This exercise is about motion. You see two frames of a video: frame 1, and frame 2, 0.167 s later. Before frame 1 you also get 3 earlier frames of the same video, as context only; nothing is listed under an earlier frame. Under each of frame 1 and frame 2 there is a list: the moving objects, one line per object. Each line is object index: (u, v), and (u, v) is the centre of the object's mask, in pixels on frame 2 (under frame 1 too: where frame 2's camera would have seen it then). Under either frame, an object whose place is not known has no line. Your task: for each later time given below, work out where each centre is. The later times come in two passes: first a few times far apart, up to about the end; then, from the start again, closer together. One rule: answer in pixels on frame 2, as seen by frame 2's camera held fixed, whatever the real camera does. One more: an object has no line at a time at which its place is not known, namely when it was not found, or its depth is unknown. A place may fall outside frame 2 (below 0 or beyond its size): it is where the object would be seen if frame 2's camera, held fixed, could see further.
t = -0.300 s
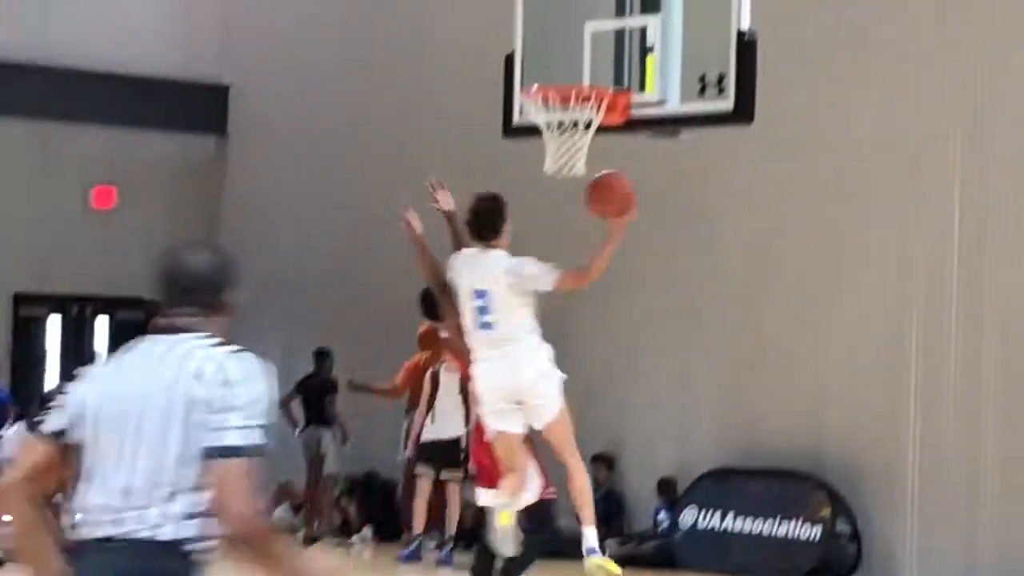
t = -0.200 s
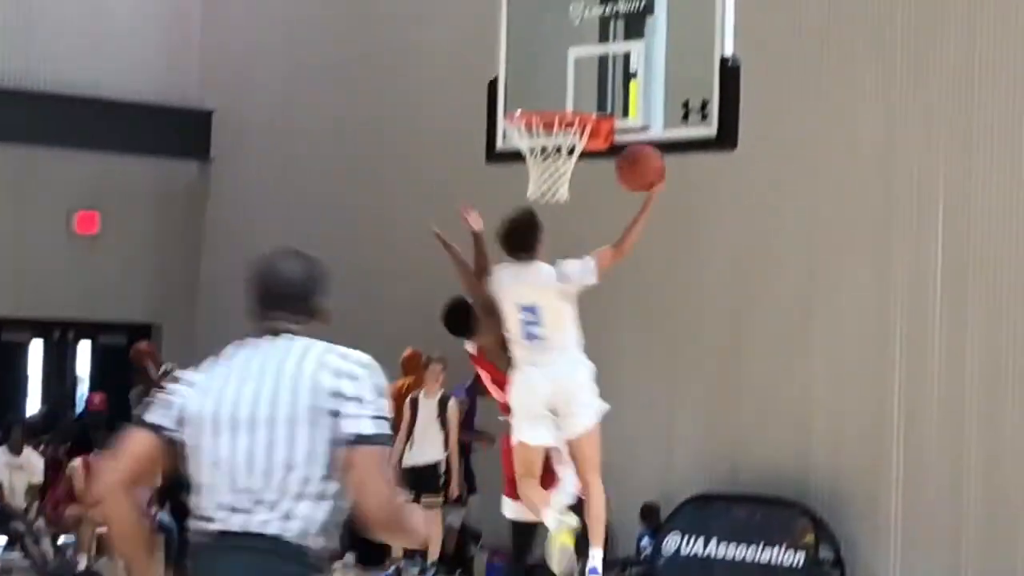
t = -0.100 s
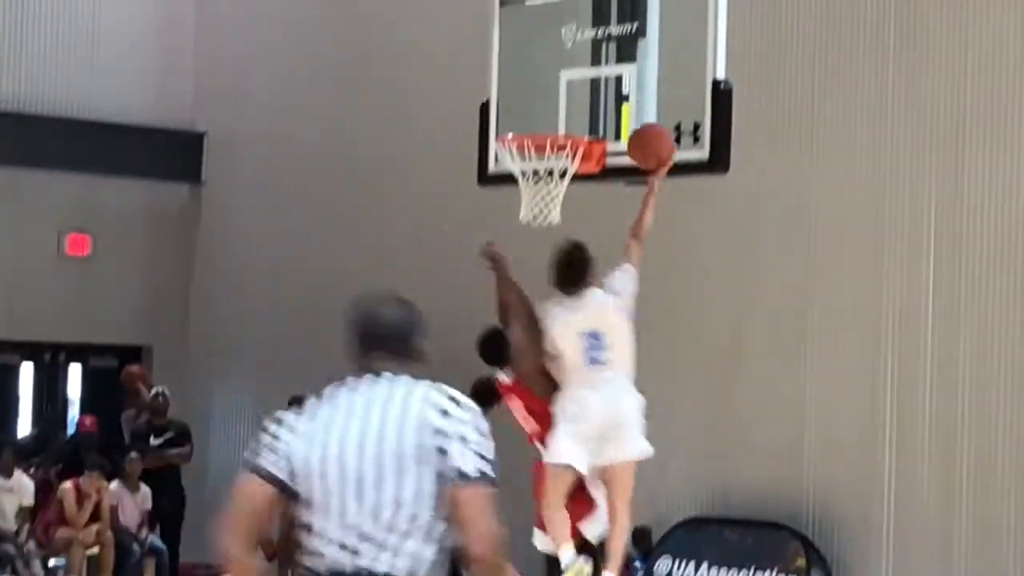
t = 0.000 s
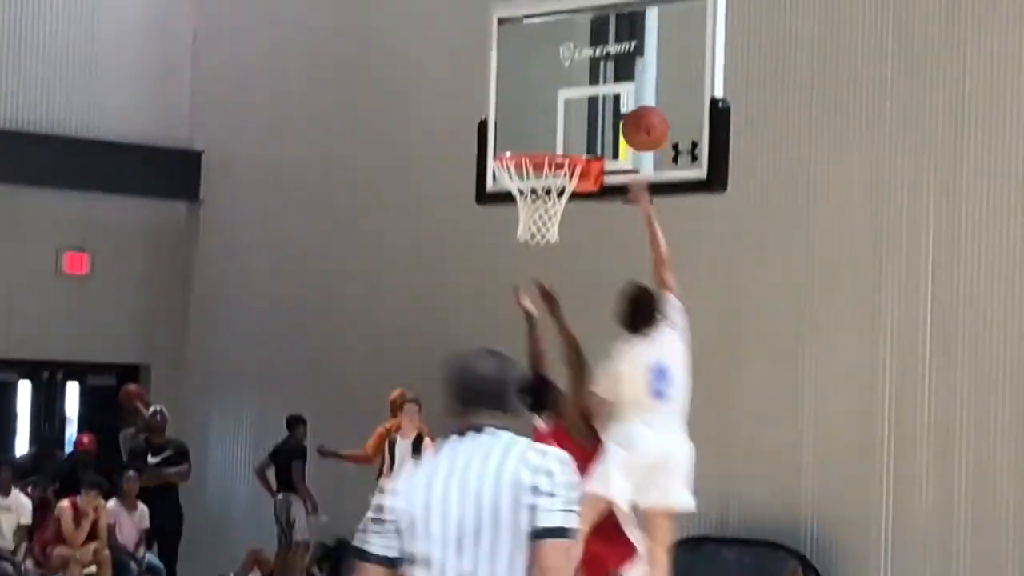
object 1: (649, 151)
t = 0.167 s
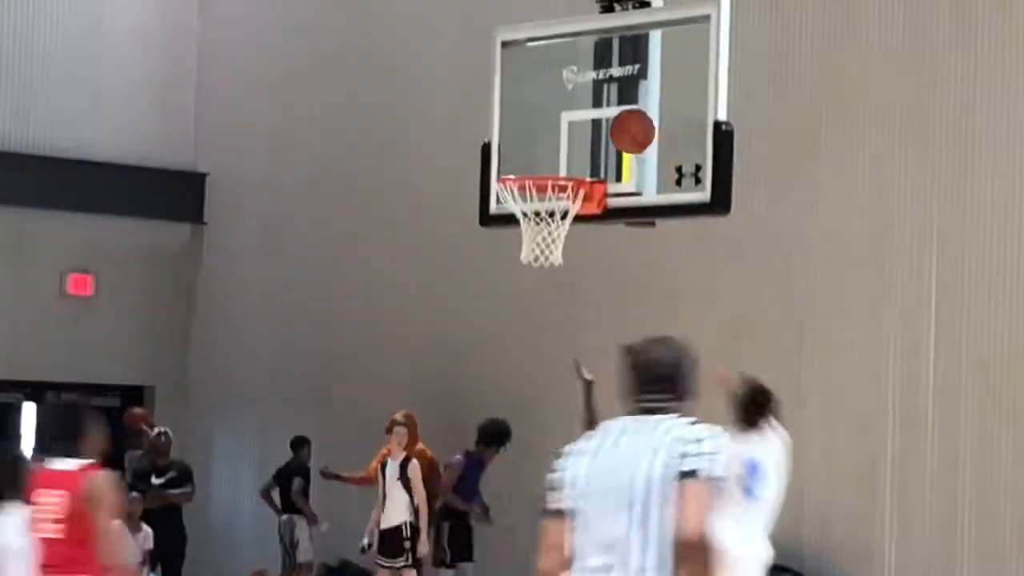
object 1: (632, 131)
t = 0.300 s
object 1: (611, 138)
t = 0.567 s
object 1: (549, 167)
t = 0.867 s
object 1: (512, 207)
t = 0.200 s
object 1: (629, 133)
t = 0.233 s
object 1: (626, 138)
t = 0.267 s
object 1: (619, 138)
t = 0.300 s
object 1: (611, 138)
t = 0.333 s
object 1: (603, 140)
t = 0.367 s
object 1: (595, 143)
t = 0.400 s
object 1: (586, 149)
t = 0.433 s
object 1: (579, 157)
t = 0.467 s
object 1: (572, 161)
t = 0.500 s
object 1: (563, 162)
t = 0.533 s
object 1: (557, 164)
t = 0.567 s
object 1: (549, 167)
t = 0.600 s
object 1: (541, 171)
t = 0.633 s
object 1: (534, 198)
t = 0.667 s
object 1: (522, 209)
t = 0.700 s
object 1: (527, 201)
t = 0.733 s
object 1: (522, 203)
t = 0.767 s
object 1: (504, 205)
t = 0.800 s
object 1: (501, 205)
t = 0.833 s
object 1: (506, 207)
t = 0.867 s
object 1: (512, 207)
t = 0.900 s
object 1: (512, 214)
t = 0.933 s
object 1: (521, 214)
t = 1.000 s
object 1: (532, 225)
